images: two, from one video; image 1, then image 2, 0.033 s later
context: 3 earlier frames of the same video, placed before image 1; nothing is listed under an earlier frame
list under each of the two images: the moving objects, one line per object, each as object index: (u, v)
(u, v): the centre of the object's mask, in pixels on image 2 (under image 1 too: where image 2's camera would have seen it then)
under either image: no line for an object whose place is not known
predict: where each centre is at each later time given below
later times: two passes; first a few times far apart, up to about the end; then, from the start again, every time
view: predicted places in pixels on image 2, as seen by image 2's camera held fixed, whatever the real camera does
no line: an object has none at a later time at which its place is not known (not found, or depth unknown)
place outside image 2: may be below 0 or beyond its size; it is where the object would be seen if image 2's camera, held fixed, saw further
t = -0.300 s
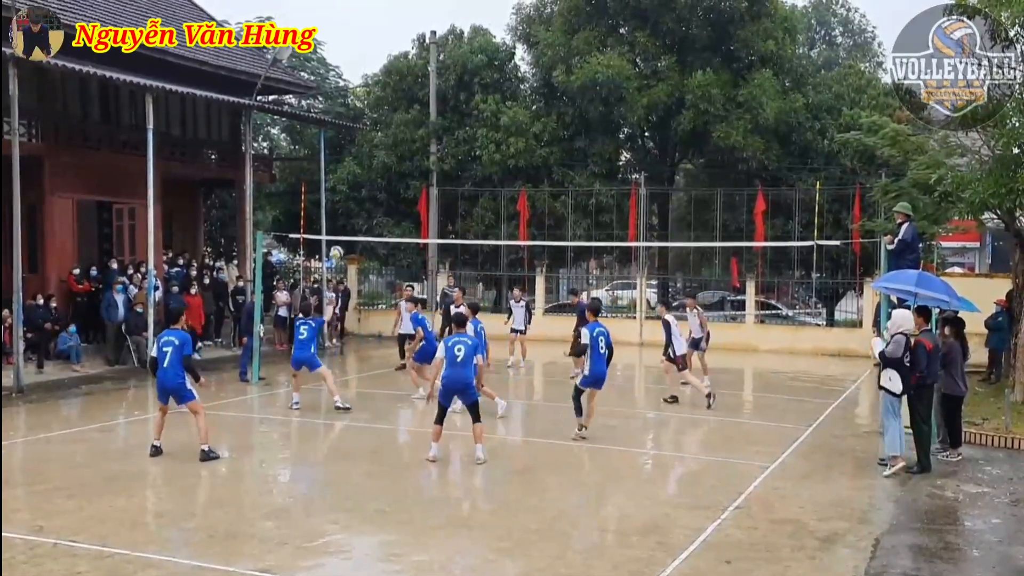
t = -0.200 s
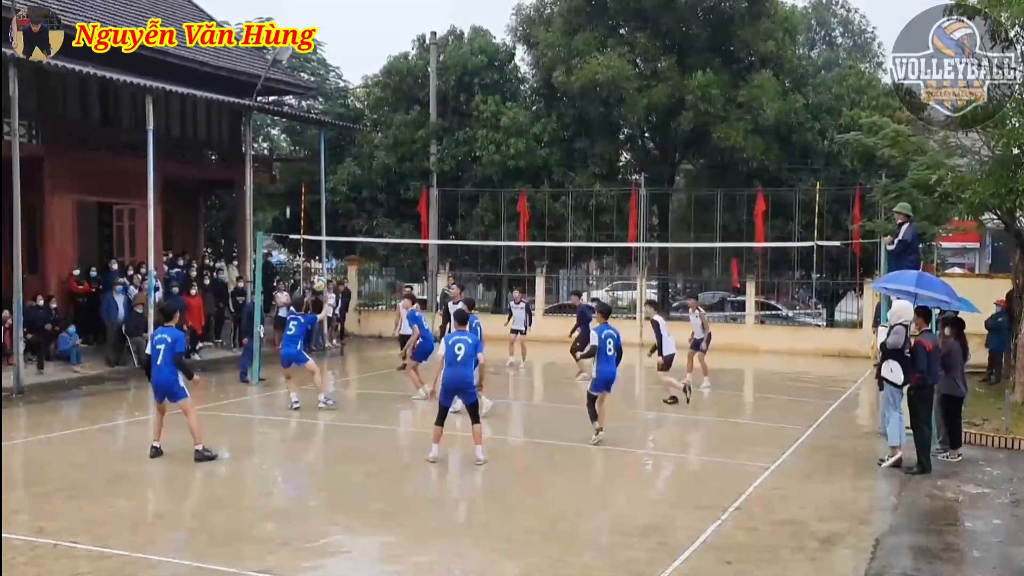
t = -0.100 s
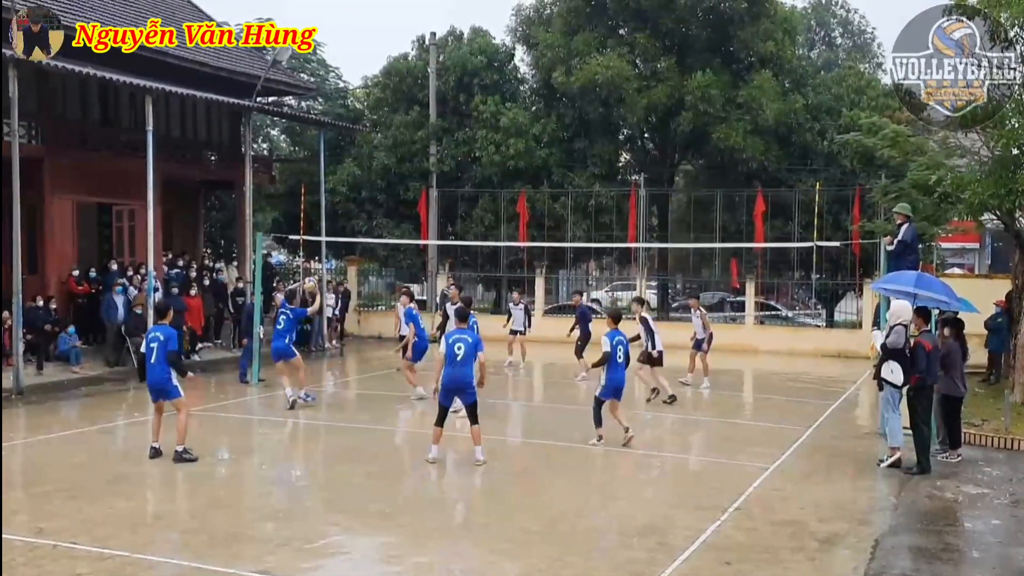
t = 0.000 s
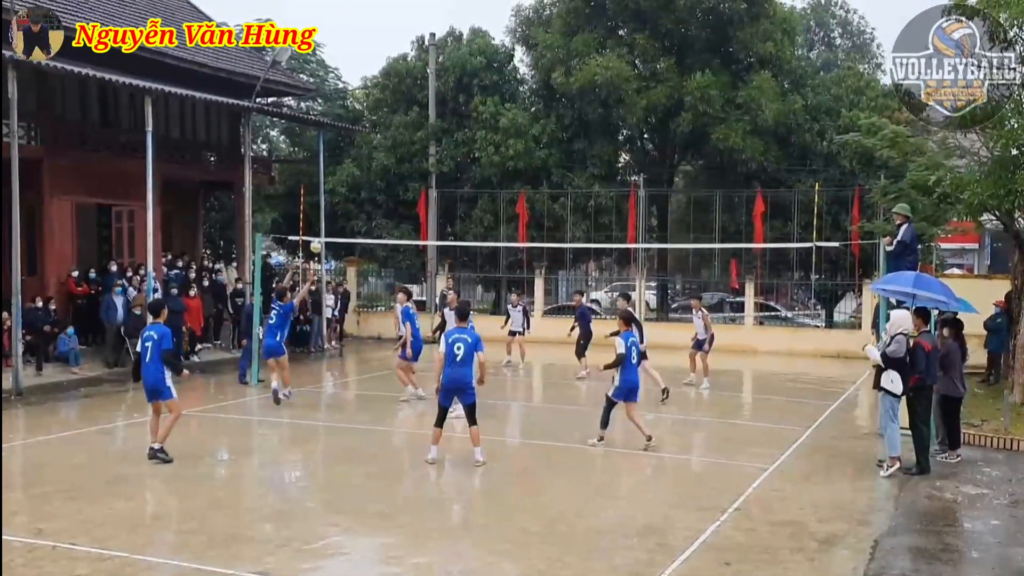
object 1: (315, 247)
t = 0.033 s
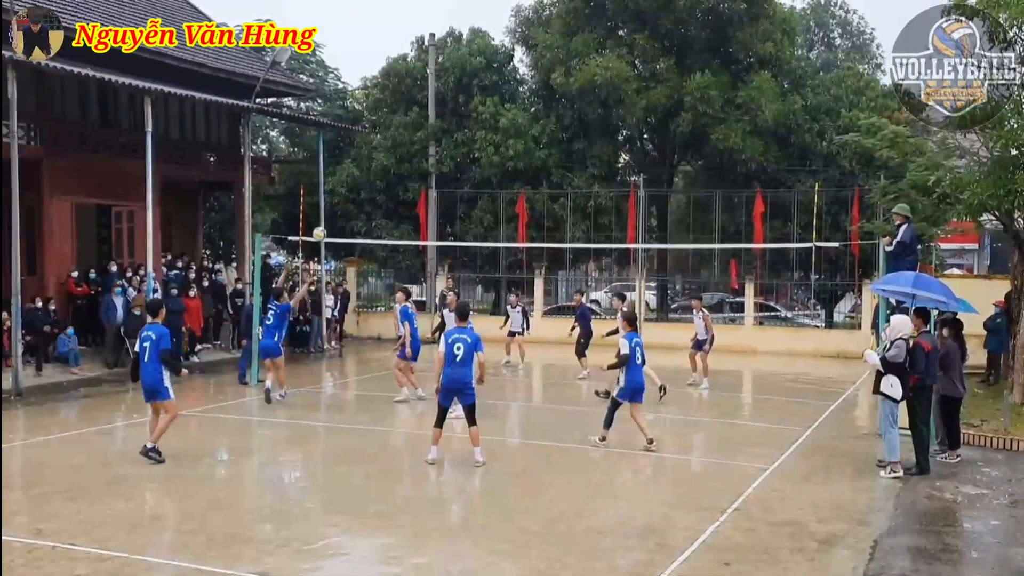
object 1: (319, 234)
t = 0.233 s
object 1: (336, 176)
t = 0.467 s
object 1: (356, 146)
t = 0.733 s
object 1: (378, 156)
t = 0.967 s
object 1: (396, 204)
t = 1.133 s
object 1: (409, 261)
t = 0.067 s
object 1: (322, 222)
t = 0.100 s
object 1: (325, 212)
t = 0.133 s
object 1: (328, 201)
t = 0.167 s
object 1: (331, 193)
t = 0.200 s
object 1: (334, 184)
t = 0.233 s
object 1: (336, 176)
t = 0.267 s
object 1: (339, 169)
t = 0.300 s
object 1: (342, 163)
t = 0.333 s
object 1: (345, 158)
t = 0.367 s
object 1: (347, 155)
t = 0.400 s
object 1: (350, 151)
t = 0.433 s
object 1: (353, 148)
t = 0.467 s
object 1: (356, 146)
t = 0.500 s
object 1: (359, 144)
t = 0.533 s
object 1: (361, 144)
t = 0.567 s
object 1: (364, 144)
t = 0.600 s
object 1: (367, 145)
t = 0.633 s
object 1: (370, 146)
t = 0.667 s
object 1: (373, 149)
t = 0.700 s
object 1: (375, 152)
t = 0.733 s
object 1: (378, 156)
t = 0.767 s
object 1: (381, 160)
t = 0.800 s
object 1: (383, 166)
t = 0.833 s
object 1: (386, 172)
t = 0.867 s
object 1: (389, 179)
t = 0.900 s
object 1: (391, 187)
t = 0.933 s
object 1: (394, 195)
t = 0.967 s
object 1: (396, 204)
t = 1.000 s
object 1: (399, 214)
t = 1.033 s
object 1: (402, 225)
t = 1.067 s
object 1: (404, 236)
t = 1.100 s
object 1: (407, 249)
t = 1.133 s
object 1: (409, 261)
